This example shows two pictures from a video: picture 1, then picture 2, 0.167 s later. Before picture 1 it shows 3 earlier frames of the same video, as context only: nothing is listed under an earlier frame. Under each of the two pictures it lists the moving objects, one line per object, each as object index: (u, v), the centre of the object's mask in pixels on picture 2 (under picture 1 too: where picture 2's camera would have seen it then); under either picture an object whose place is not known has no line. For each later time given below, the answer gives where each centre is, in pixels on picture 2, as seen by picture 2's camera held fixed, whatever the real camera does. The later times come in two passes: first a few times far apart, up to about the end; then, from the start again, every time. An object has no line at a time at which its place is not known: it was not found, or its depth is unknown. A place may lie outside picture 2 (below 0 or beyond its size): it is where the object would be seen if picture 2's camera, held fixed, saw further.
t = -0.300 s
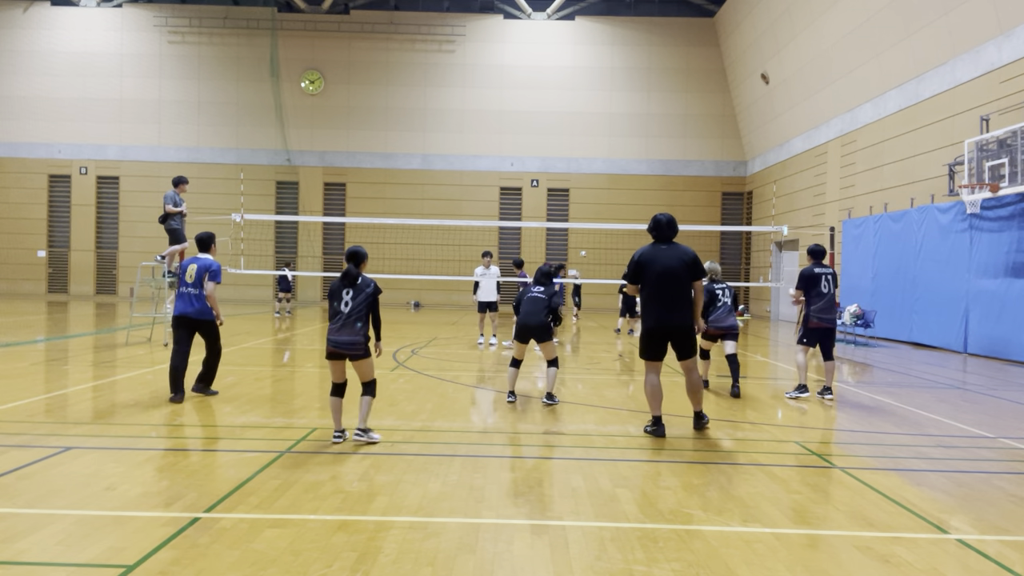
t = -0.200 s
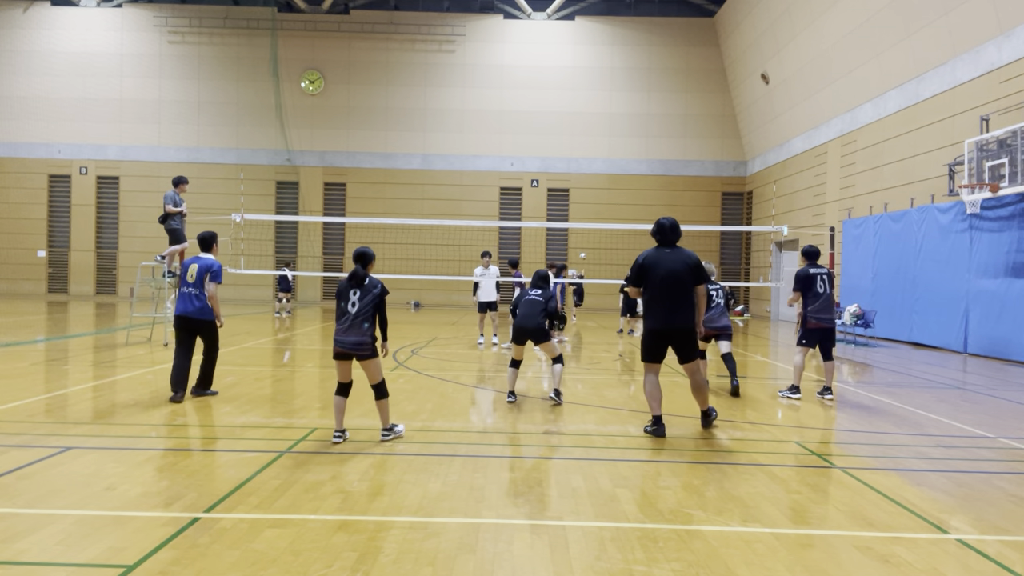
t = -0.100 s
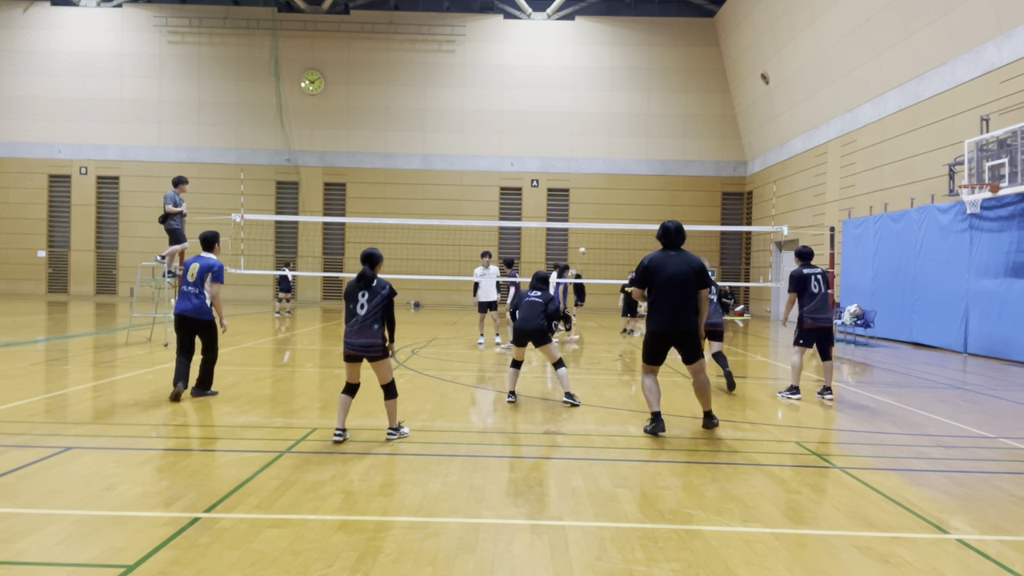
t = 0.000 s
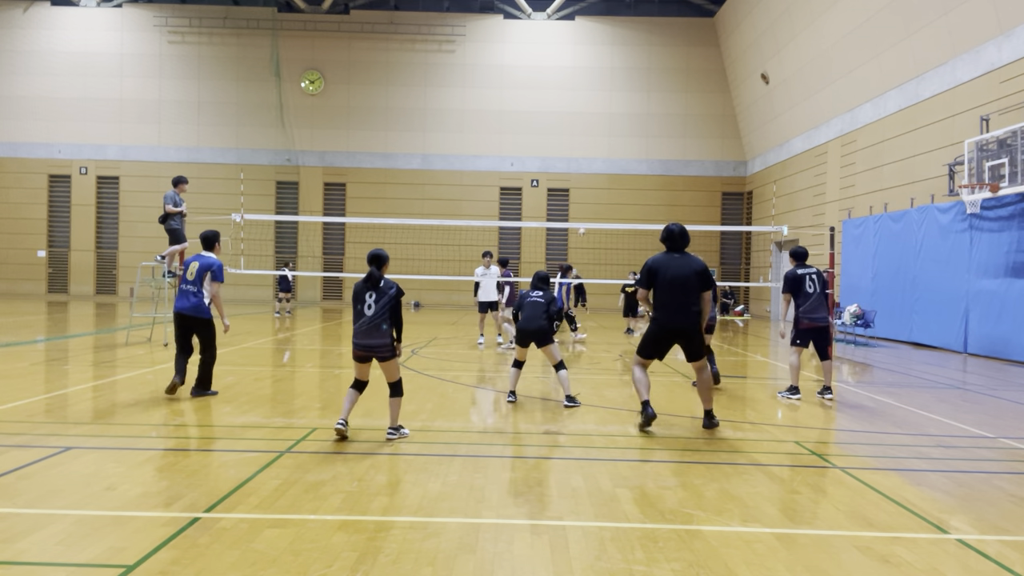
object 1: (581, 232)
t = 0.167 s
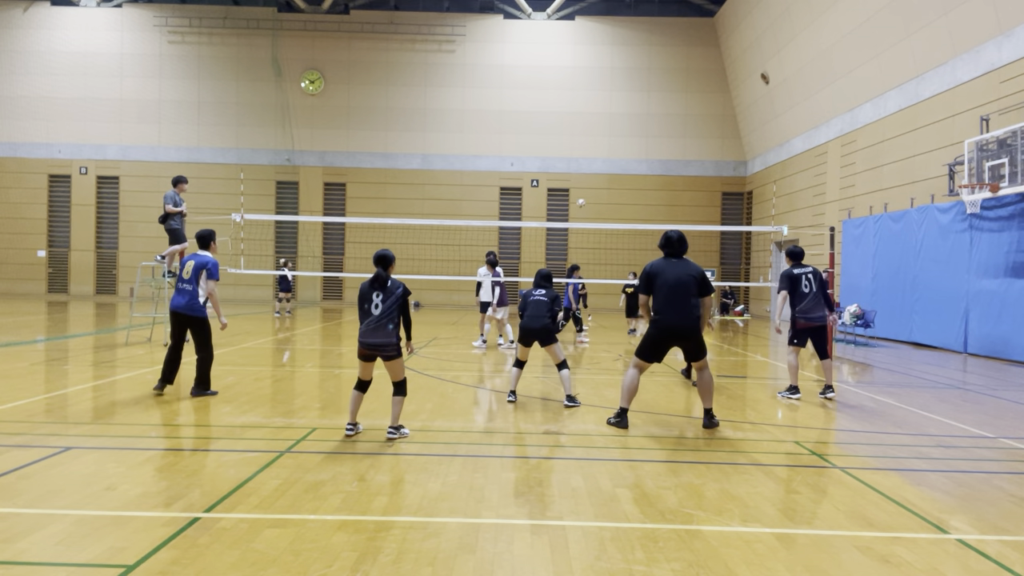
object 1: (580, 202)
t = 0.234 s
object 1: (580, 192)
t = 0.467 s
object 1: (577, 164)
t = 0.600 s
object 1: (572, 156)
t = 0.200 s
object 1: (580, 197)
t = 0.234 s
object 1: (580, 192)
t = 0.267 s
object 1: (580, 186)
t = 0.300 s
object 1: (580, 182)
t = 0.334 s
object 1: (579, 178)
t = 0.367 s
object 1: (578, 174)
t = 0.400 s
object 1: (578, 170)
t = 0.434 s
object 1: (577, 167)
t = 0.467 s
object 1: (577, 164)
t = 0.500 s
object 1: (576, 162)
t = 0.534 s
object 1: (575, 159)
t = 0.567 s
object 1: (574, 158)
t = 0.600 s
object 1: (572, 156)
